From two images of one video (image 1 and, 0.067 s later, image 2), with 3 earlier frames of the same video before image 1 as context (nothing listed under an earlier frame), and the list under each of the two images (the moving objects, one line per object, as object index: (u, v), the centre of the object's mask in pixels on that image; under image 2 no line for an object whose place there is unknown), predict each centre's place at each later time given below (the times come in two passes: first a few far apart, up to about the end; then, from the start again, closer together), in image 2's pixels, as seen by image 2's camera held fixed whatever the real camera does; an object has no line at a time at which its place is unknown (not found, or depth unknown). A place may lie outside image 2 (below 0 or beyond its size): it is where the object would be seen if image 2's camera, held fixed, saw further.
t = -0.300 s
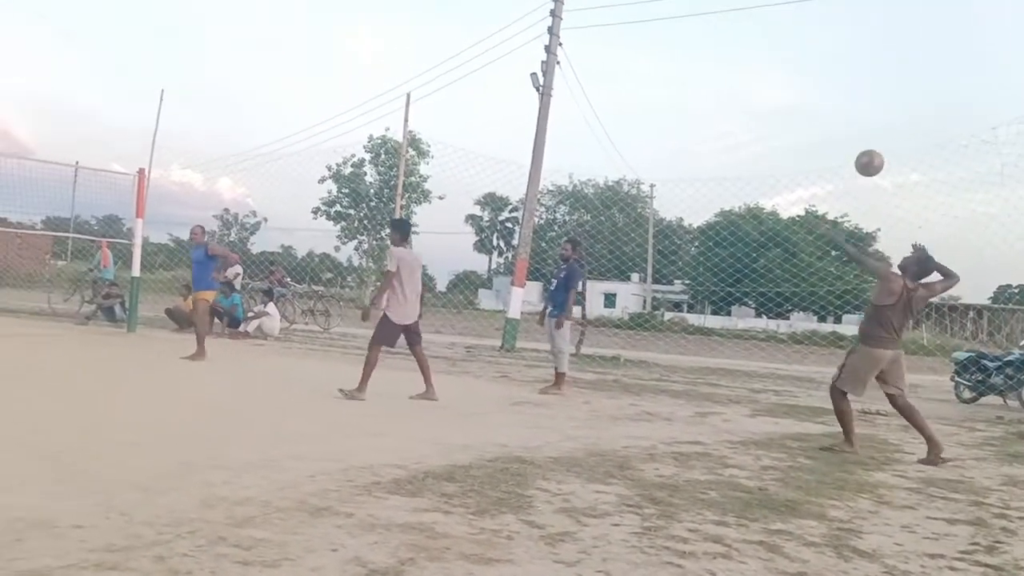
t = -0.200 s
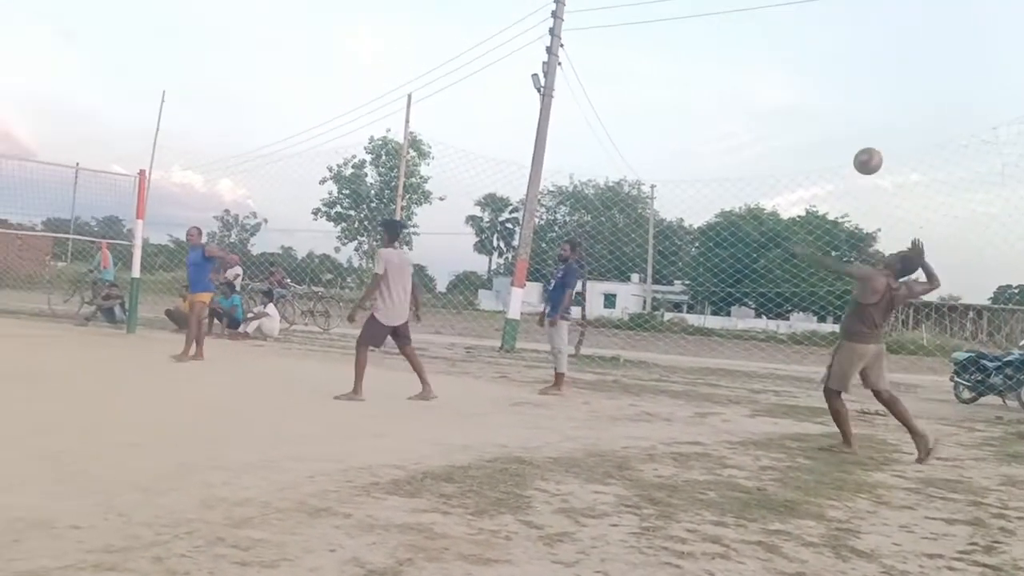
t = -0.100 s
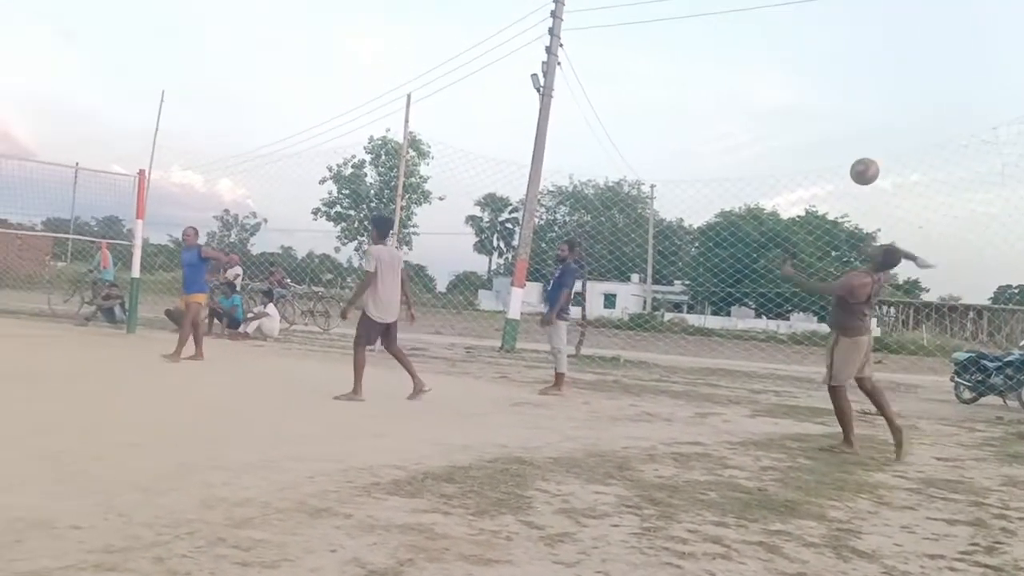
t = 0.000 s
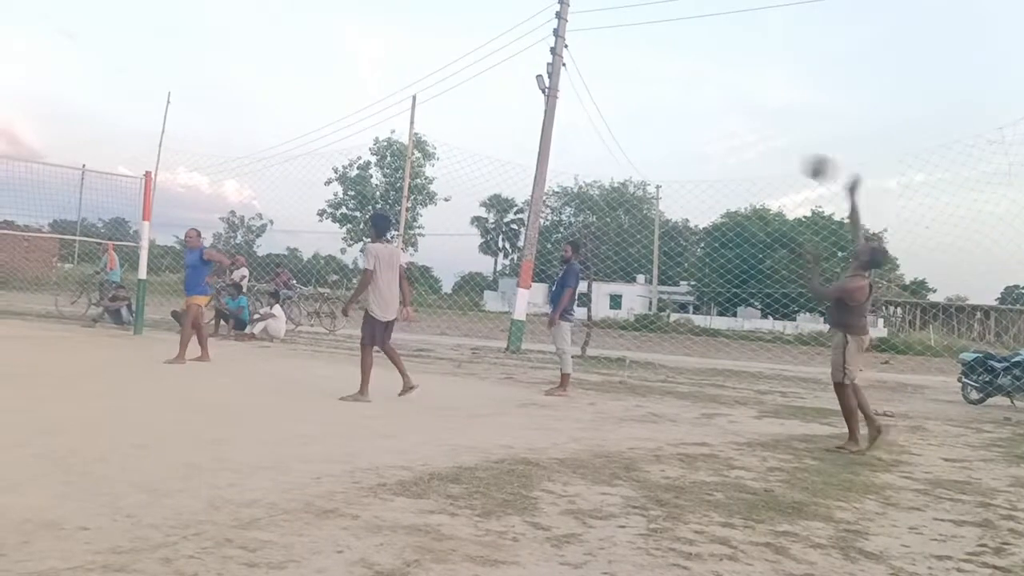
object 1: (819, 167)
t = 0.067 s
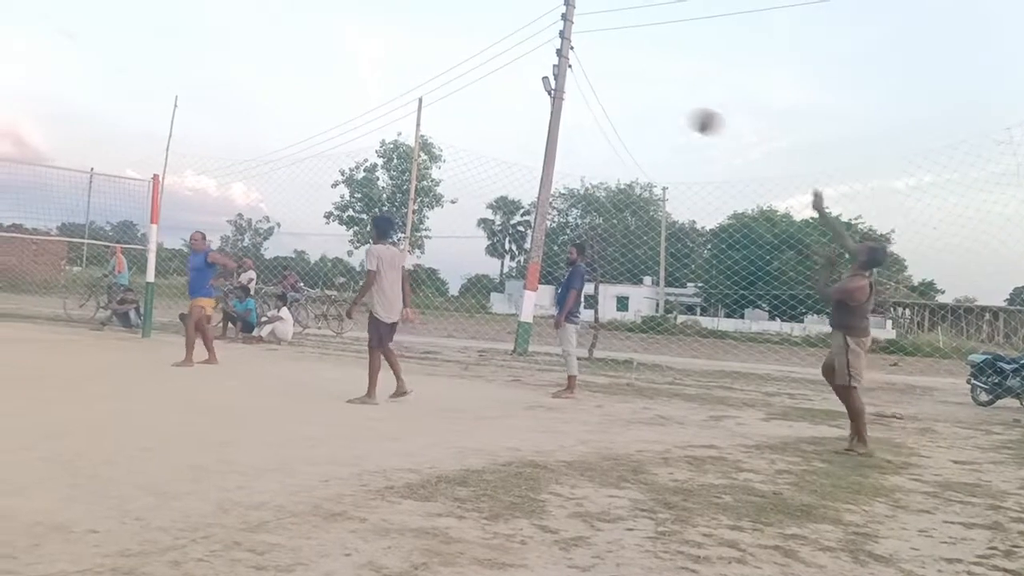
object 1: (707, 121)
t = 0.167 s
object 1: (549, 68)
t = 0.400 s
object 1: (272, 8)
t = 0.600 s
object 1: (103, 9)
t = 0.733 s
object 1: (18, 30)
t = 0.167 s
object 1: (549, 68)
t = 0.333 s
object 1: (344, 19)
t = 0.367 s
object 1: (308, 13)
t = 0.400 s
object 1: (272, 8)
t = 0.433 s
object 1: (239, 5)
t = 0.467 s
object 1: (208, 3)
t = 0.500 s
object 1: (178, 3)
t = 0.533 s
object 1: (152, 5)
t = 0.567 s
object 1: (127, 7)
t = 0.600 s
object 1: (103, 9)
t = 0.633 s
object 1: (80, 15)
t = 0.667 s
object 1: (59, 20)
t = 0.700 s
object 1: (38, 25)
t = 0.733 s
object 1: (18, 30)
